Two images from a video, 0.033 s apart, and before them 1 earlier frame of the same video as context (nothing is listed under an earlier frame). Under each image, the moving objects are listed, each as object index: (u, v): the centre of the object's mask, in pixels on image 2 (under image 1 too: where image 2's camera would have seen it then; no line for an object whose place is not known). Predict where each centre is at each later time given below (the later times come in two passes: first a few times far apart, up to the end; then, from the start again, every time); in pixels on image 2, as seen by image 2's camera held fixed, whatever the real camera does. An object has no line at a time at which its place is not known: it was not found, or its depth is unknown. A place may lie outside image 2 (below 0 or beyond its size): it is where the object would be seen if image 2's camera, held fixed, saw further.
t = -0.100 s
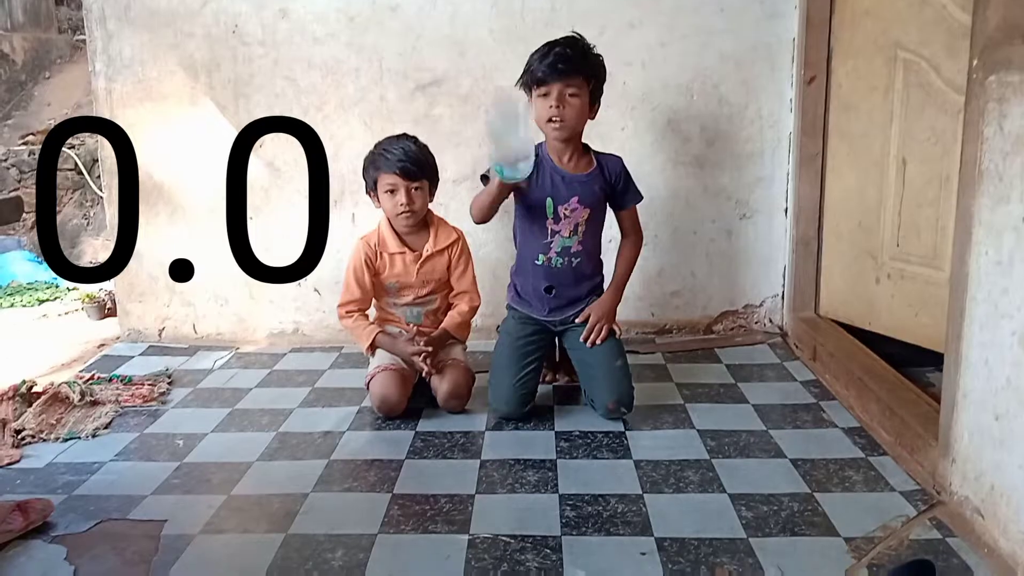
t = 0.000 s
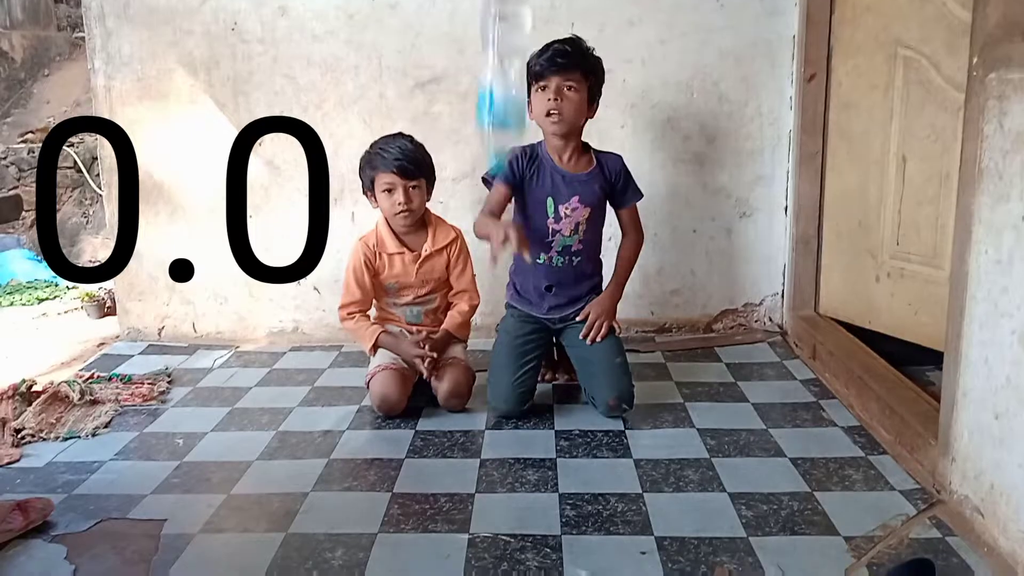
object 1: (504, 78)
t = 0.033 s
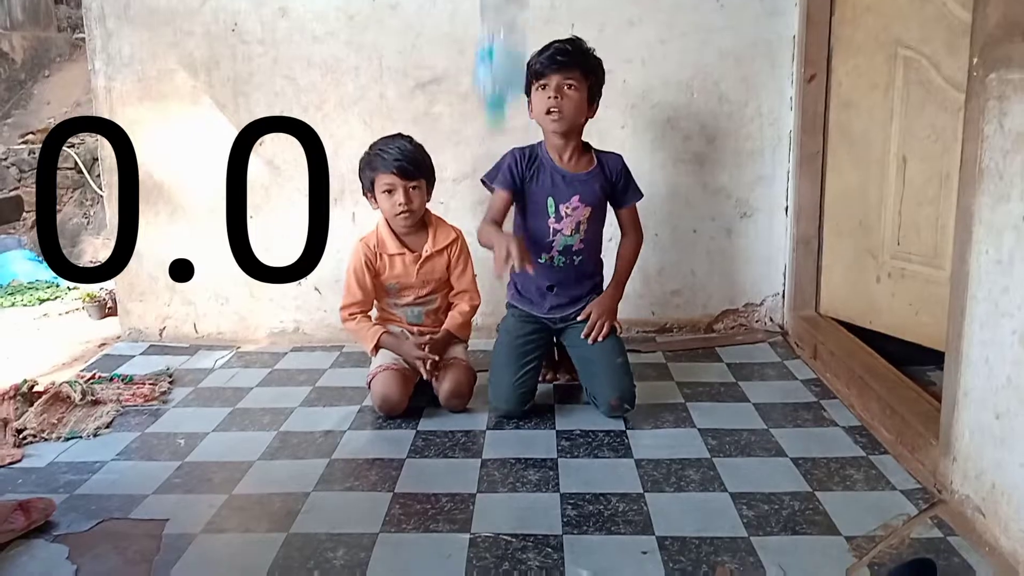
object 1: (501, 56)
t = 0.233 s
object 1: (505, 50)
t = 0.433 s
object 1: (509, 326)
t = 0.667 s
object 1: (508, 437)
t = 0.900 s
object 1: (498, 434)
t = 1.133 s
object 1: (486, 434)
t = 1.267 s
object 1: (484, 433)
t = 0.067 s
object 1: (501, 32)
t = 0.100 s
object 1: (502, 12)
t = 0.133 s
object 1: (501, 19)
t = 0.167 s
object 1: (502, 25)
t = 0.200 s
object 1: (503, 36)
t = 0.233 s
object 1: (505, 50)
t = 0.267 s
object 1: (506, 73)
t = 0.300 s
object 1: (507, 92)
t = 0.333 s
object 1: (509, 133)
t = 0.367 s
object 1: (510, 188)
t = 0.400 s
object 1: (511, 249)
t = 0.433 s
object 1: (509, 326)
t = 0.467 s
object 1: (512, 388)
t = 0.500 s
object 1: (512, 424)
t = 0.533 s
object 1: (511, 441)
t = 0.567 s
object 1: (510, 434)
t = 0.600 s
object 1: (510, 433)
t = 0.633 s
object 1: (509, 435)
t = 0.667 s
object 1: (508, 437)
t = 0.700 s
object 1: (507, 436)
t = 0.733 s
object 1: (505, 435)
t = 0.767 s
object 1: (503, 435)
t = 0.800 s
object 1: (501, 435)
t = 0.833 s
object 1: (500, 434)
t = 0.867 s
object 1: (500, 434)
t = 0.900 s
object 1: (498, 434)
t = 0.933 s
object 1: (497, 434)
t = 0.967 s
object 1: (495, 434)
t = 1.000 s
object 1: (492, 434)
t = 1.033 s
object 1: (490, 434)
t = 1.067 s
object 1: (488, 434)
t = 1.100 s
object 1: (487, 434)
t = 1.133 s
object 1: (486, 434)
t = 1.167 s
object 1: (485, 433)
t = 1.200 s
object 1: (484, 434)
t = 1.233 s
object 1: (483, 433)
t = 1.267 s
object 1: (484, 433)
